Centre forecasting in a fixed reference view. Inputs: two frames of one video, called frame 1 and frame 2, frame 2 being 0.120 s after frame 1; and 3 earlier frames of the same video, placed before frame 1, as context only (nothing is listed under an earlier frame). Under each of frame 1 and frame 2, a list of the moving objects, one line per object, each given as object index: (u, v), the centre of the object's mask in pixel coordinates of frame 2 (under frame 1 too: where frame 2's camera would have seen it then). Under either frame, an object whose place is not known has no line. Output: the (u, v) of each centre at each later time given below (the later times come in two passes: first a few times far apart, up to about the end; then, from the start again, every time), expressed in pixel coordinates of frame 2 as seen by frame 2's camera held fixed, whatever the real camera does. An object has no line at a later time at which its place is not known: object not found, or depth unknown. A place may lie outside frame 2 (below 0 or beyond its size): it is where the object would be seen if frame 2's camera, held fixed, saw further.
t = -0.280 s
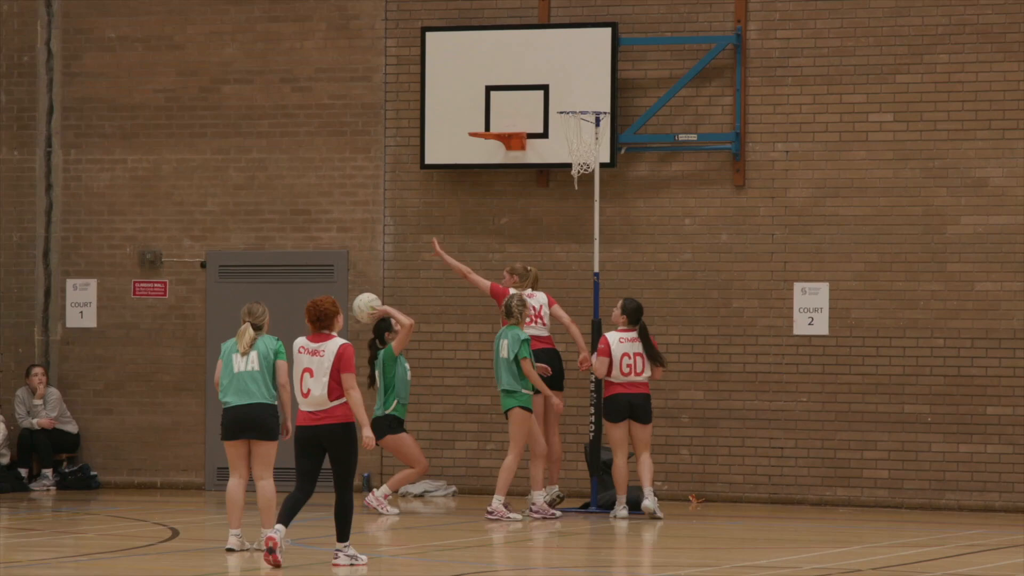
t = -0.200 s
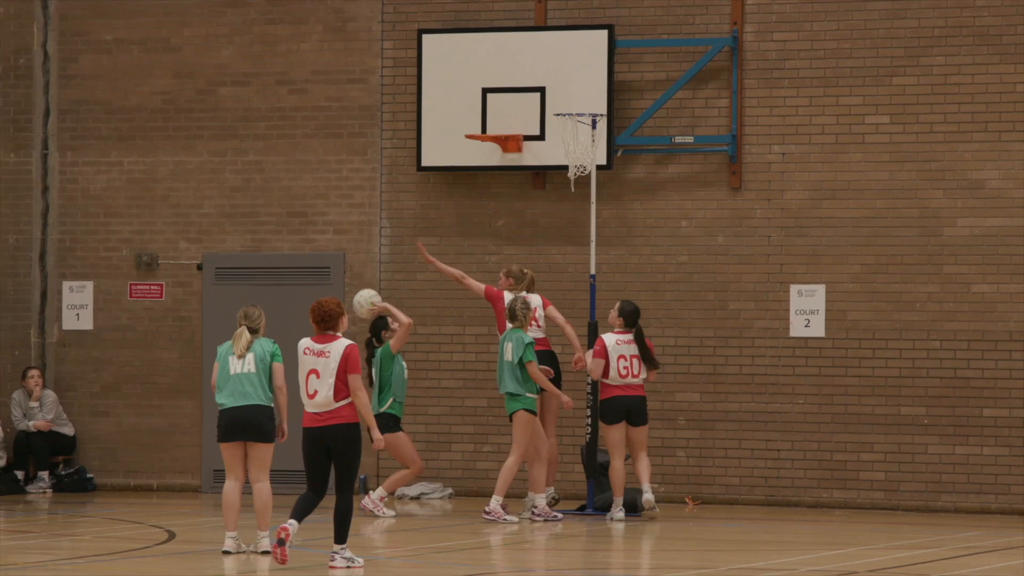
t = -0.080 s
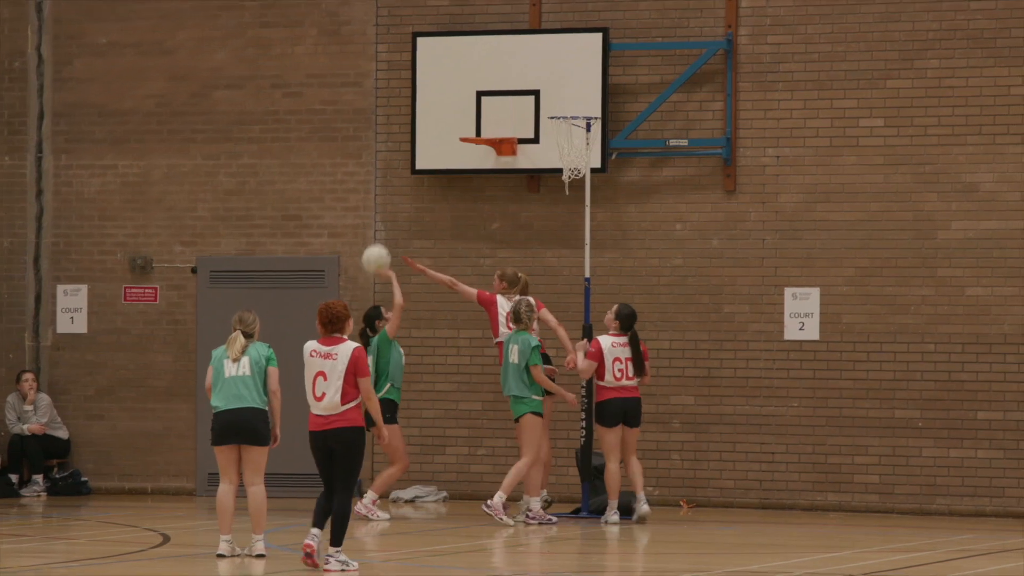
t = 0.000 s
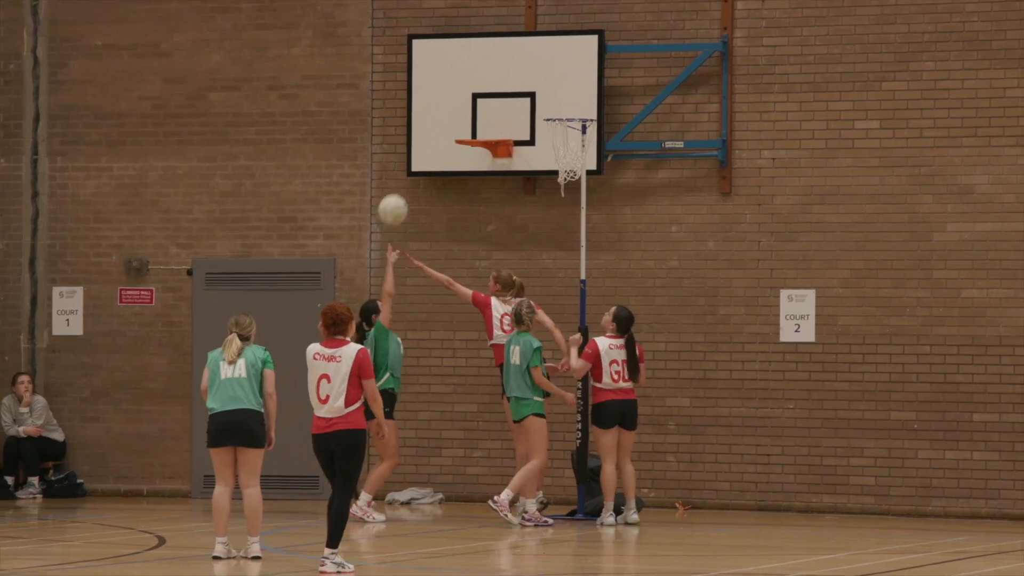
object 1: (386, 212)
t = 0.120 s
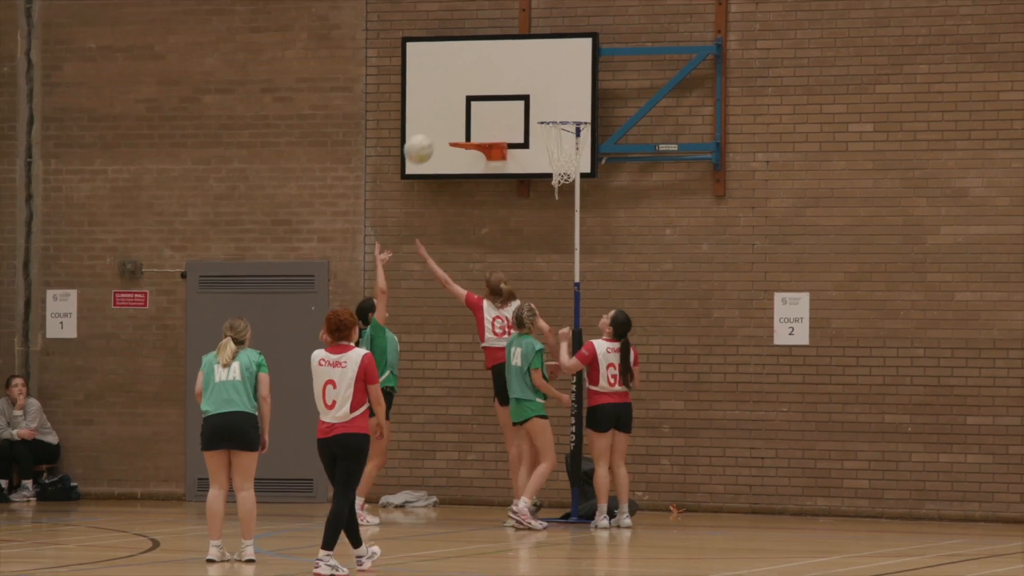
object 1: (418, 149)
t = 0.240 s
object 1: (450, 105)
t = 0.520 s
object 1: (523, 73)
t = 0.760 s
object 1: (577, 111)
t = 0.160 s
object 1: (429, 132)
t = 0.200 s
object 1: (440, 117)
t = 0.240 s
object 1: (450, 105)
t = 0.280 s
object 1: (461, 94)
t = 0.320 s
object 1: (472, 85)
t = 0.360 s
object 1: (482, 79)
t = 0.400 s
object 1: (492, 74)
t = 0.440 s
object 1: (503, 72)
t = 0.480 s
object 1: (513, 71)
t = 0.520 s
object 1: (523, 73)
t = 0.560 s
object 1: (534, 76)
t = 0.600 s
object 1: (545, 81)
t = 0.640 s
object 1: (556, 88)
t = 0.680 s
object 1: (566, 98)
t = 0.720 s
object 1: (575, 109)
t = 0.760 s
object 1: (577, 111)
